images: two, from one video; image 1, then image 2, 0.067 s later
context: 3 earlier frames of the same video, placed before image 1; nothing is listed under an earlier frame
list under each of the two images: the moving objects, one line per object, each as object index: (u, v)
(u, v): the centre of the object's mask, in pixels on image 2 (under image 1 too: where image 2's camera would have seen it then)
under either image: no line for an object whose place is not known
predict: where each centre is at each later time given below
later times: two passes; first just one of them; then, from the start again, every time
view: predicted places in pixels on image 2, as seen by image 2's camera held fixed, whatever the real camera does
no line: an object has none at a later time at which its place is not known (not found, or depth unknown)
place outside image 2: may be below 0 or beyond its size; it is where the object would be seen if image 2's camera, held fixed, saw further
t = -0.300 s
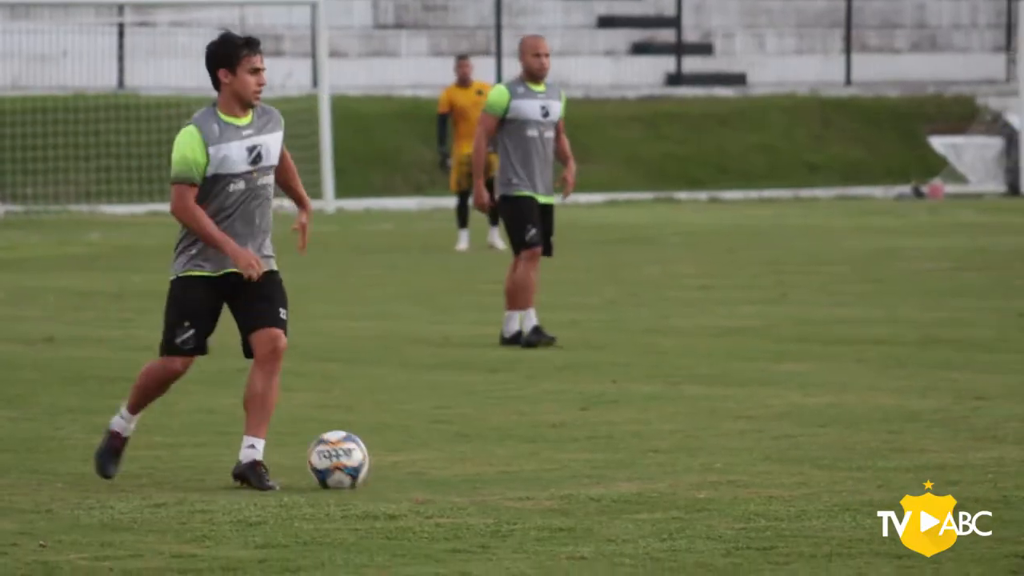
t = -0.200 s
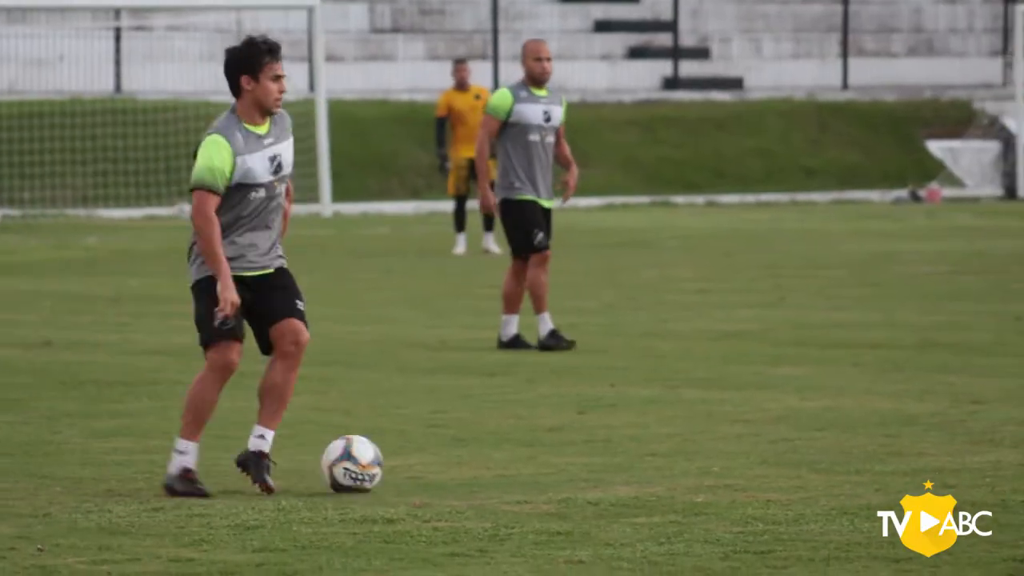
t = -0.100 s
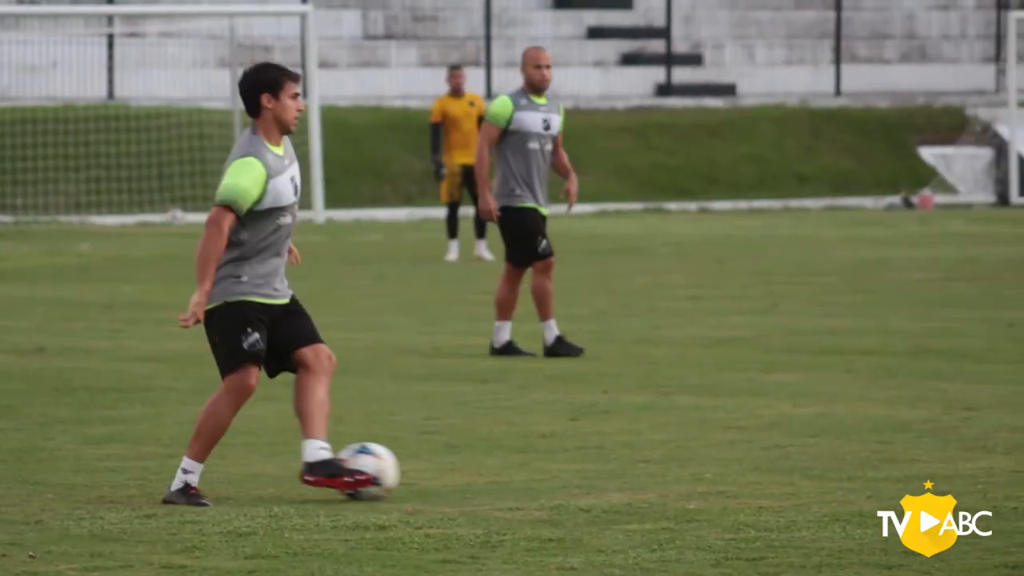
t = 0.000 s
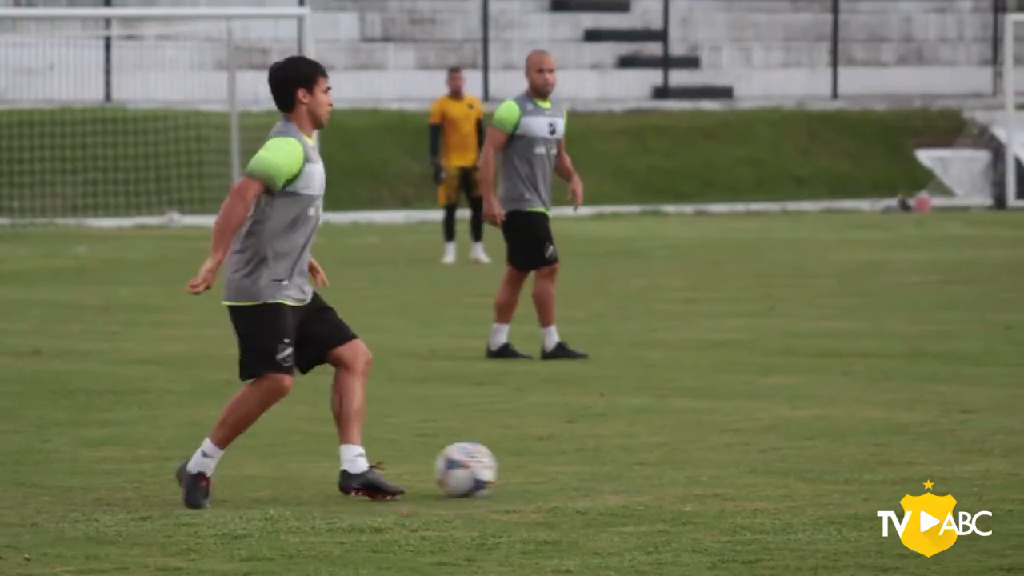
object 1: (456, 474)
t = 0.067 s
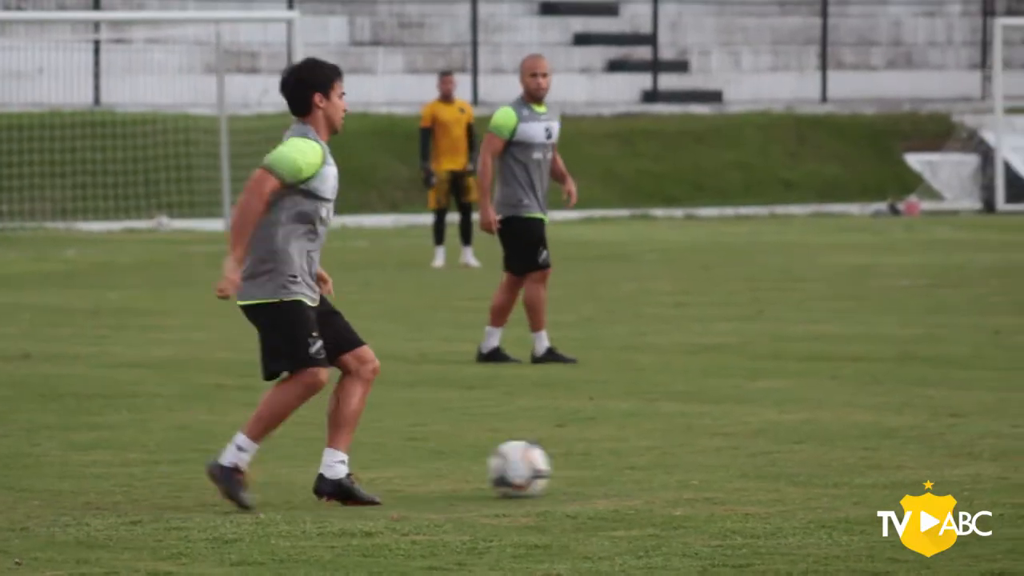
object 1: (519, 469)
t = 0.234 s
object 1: (650, 461)
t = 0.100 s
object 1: (547, 466)
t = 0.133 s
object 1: (575, 465)
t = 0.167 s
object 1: (600, 463)
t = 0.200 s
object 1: (626, 462)
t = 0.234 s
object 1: (650, 461)
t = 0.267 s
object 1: (674, 459)
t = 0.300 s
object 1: (696, 458)
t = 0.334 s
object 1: (717, 457)
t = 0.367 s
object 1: (737, 456)
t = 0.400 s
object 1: (757, 456)
